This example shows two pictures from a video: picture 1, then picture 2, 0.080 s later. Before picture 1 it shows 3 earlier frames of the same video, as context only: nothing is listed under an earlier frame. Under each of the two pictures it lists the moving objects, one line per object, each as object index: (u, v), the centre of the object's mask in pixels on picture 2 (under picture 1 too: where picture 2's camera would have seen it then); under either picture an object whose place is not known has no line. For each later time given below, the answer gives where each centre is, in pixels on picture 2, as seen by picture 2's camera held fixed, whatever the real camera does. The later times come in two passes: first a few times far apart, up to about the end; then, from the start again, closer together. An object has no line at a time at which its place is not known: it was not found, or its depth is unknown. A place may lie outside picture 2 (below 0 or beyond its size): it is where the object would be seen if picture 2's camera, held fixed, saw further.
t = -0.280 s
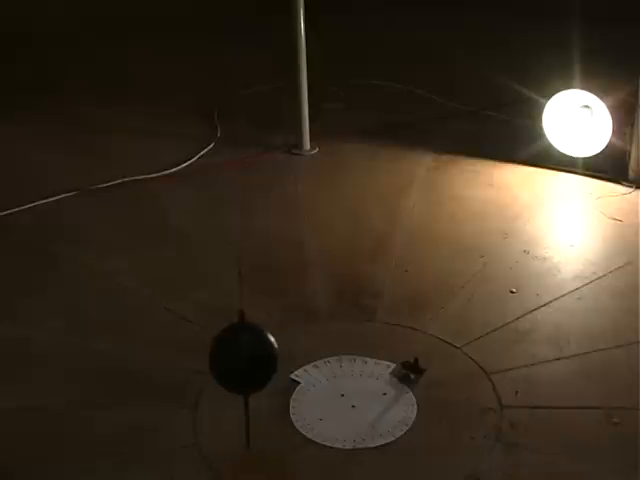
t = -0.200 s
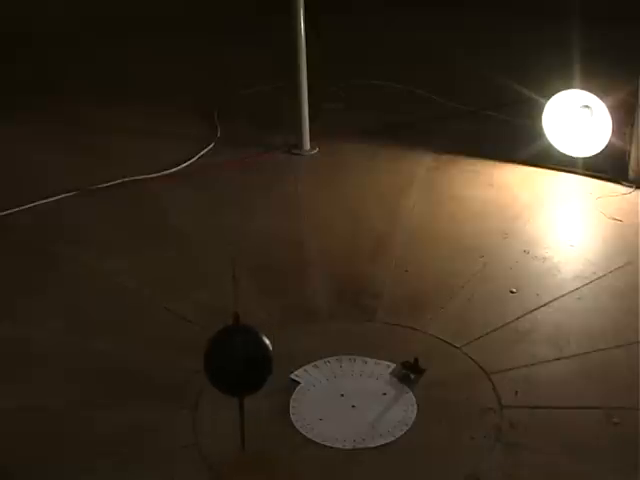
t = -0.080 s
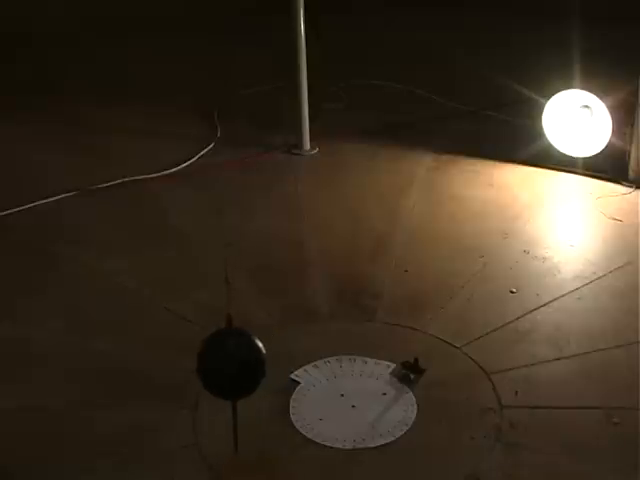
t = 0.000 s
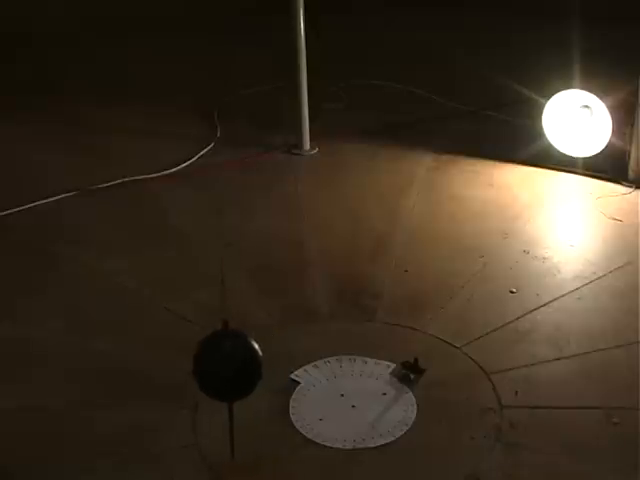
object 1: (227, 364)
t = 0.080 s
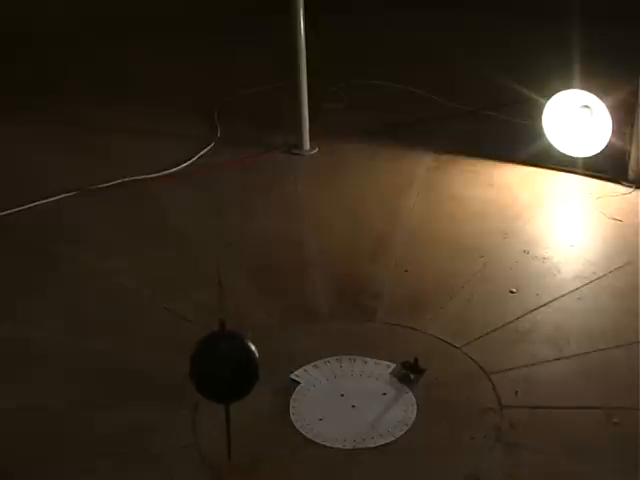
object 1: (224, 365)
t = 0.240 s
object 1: (219, 366)
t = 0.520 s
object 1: (218, 366)
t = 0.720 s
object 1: (221, 367)
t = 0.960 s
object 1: (231, 361)
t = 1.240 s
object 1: (249, 354)
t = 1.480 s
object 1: (269, 345)
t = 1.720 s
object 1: (291, 333)
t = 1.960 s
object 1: (316, 318)
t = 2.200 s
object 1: (341, 304)
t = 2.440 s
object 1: (366, 292)
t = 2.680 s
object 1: (389, 277)
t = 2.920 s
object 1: (410, 267)
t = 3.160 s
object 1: (428, 260)
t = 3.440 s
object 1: (445, 251)
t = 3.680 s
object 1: (456, 247)
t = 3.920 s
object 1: (462, 244)
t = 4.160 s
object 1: (464, 243)
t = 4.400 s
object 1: (463, 244)
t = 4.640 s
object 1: (457, 248)
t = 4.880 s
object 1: (447, 252)
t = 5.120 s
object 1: (434, 261)
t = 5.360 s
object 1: (416, 270)
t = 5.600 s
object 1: (396, 282)
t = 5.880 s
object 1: (370, 292)
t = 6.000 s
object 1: (358, 294)
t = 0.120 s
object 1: (222, 364)
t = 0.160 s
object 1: (221, 365)
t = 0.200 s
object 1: (220, 366)
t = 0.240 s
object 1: (219, 366)
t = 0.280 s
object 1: (218, 365)
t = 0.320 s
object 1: (218, 365)
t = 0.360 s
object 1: (218, 365)
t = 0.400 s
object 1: (217, 366)
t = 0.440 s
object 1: (218, 368)
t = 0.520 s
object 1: (218, 366)
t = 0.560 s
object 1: (218, 368)
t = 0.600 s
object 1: (219, 365)
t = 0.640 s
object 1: (219, 365)
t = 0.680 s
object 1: (220, 365)
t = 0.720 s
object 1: (221, 367)
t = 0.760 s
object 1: (223, 366)
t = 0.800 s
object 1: (224, 364)
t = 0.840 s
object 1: (226, 365)
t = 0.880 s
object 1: (227, 364)
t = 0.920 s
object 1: (229, 362)
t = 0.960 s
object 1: (231, 361)
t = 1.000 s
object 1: (234, 360)
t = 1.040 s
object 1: (236, 359)
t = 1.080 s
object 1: (238, 357)
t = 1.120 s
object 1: (241, 357)
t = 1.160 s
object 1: (243, 354)
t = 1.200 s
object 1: (246, 354)
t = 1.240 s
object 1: (249, 354)
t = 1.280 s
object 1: (252, 352)
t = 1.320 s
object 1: (255, 349)
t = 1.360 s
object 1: (258, 346)
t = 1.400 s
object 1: (262, 349)
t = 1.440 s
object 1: (265, 347)
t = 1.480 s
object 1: (269, 345)
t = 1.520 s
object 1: (273, 343)
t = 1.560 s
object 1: (276, 341)
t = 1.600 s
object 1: (280, 340)
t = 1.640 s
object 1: (284, 336)
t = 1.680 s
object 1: (288, 331)
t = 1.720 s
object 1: (291, 333)
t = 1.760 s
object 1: (296, 331)
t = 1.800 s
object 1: (300, 326)
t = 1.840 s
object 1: (304, 327)
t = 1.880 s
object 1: (308, 325)
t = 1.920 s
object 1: (312, 316)
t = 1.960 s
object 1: (316, 318)
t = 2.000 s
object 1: (320, 315)
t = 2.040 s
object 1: (324, 313)
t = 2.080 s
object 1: (329, 311)
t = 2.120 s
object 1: (333, 307)
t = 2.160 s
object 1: (337, 306)
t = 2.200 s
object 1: (341, 304)
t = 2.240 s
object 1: (345, 301)
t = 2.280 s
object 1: (349, 300)
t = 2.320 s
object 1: (353, 298)
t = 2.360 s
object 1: (358, 296)
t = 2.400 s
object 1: (362, 295)
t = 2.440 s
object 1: (366, 292)
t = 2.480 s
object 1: (370, 290)
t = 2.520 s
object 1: (374, 289)
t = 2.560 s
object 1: (378, 287)
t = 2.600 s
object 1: (381, 279)
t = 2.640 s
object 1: (385, 279)
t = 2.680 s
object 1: (389, 277)
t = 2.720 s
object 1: (393, 275)
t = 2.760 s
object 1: (396, 273)
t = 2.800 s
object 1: (400, 272)
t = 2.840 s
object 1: (403, 271)
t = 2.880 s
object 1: (406, 268)
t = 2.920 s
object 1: (410, 267)
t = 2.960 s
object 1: (413, 266)
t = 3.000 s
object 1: (416, 264)
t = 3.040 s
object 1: (419, 265)
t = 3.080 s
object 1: (422, 263)
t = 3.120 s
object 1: (425, 261)
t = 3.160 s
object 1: (428, 260)
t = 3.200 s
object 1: (431, 258)
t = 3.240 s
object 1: (433, 258)
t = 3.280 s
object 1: (436, 256)
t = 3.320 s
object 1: (438, 256)
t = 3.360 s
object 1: (441, 255)
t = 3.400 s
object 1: (443, 253)
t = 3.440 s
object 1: (445, 251)
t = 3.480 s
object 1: (447, 250)
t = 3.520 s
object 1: (449, 250)
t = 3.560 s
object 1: (451, 248)
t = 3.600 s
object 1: (452, 248)
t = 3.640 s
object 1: (454, 247)
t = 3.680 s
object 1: (456, 247)
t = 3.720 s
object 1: (457, 246)
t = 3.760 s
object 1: (458, 245)
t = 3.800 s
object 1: (459, 245)
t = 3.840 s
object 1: (461, 244)
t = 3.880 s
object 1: (461, 244)
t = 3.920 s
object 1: (462, 244)
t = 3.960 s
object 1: (463, 243)
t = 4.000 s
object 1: (463, 243)
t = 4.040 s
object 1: (464, 243)
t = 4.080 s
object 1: (464, 243)
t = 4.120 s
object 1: (464, 243)
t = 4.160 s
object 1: (464, 243)
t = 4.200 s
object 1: (465, 243)
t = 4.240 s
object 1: (464, 243)
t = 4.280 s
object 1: (464, 243)
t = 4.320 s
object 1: (464, 244)
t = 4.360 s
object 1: (463, 244)
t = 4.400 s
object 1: (463, 244)
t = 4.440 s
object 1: (462, 245)
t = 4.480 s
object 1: (461, 245)
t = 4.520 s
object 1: (461, 246)
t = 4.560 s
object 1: (460, 246)
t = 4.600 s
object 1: (458, 247)
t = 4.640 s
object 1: (457, 248)
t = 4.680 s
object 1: (456, 248)
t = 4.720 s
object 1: (454, 248)
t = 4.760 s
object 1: (453, 249)
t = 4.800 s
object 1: (451, 251)
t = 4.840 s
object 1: (449, 252)
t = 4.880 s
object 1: (447, 252)
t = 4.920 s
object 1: (445, 254)
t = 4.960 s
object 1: (443, 255)
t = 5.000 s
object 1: (441, 256)
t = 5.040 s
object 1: (438, 257)
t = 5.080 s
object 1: (436, 260)
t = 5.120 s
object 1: (434, 261)
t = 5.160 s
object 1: (431, 263)
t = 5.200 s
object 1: (428, 264)
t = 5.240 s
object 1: (425, 266)
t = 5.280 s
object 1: (422, 266)
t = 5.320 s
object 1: (419, 267)
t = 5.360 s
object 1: (416, 270)
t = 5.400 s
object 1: (413, 270)
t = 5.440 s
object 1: (410, 272)
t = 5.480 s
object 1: (407, 275)
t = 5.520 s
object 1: (403, 277)
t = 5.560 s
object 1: (399, 277)
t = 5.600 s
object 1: (396, 282)
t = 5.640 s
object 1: (393, 284)
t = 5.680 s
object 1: (389, 285)
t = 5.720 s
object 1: (385, 288)
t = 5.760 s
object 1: (381, 289)
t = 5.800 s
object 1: (378, 291)
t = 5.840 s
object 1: (374, 292)
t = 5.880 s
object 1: (370, 292)
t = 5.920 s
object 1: (366, 293)
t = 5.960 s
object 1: (362, 293)
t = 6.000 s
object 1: (358, 294)
